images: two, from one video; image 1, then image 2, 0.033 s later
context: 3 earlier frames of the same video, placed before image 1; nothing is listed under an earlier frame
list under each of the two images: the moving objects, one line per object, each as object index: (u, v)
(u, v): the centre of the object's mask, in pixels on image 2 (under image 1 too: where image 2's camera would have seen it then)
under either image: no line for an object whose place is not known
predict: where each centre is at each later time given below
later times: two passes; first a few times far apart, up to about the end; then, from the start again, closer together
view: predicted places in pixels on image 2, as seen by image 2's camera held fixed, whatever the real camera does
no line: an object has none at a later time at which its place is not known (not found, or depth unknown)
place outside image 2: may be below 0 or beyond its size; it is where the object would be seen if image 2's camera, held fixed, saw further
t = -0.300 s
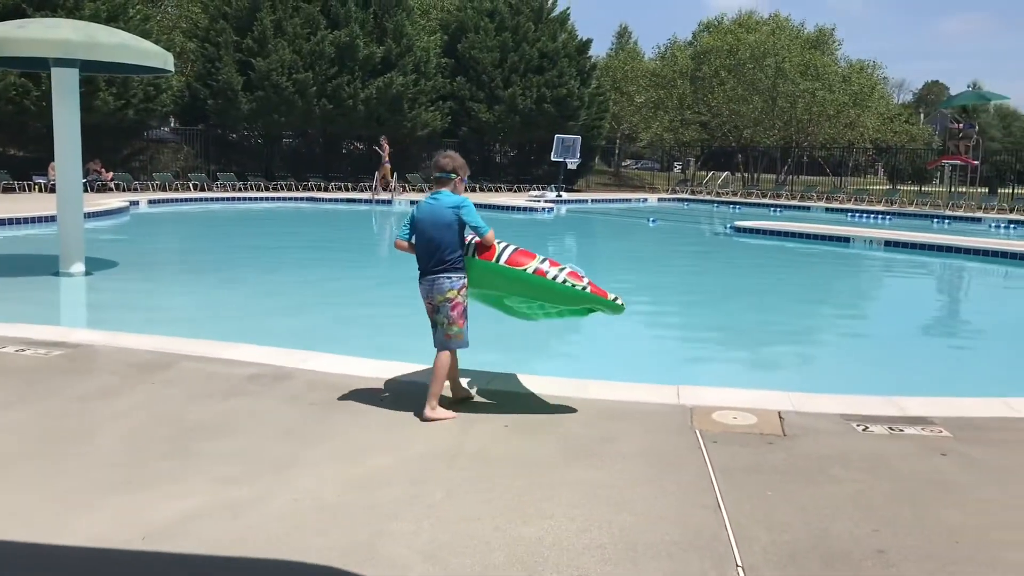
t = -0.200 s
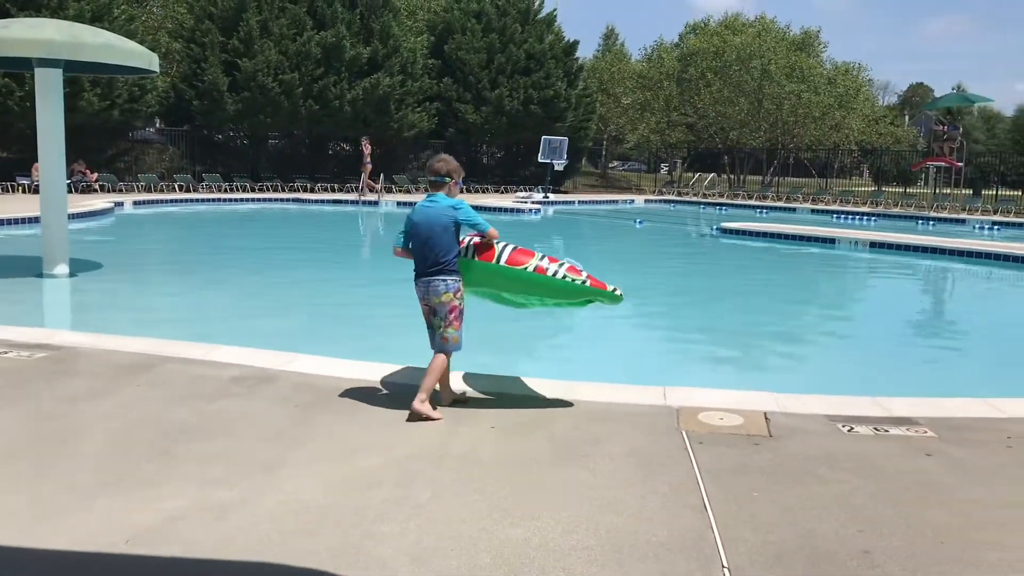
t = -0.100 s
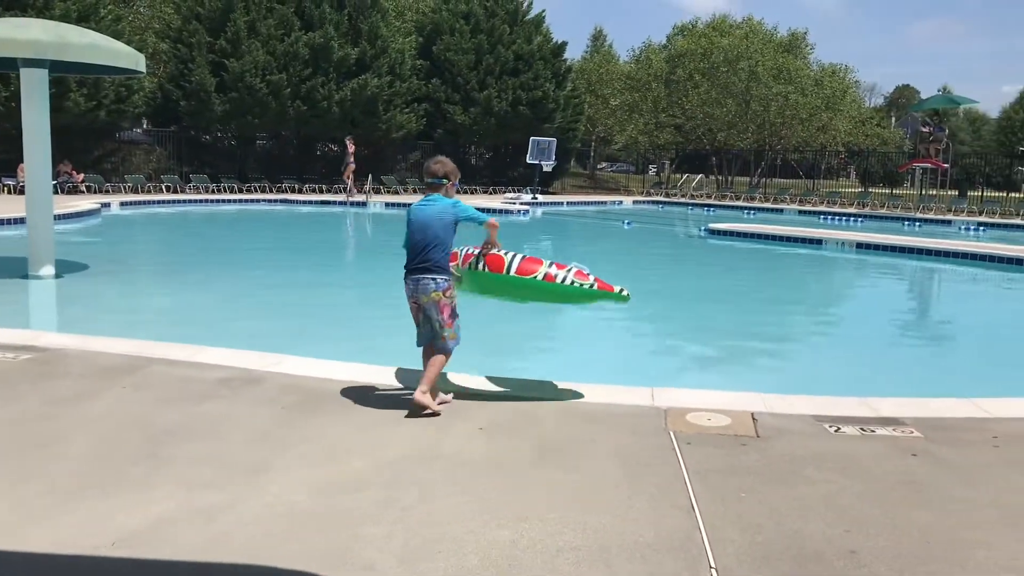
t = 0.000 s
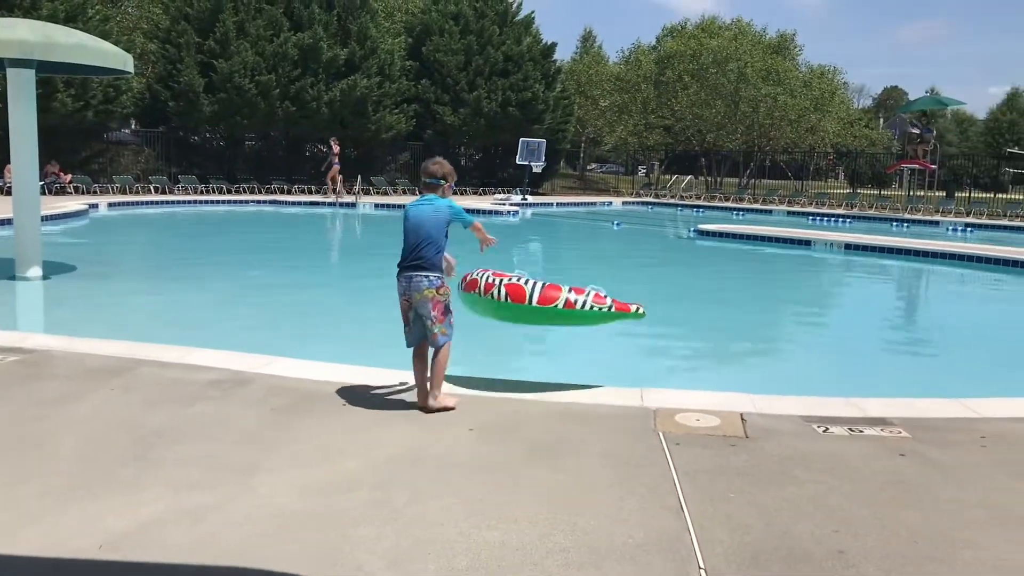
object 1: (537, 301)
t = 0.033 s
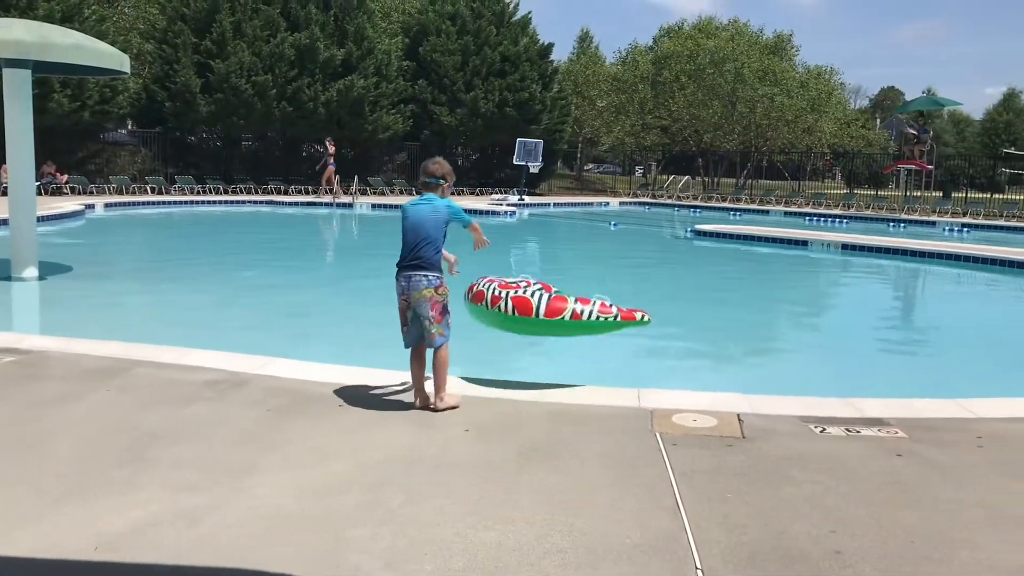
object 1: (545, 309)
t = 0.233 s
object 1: (583, 348)
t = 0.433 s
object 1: (575, 364)
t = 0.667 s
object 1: (584, 361)
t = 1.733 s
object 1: (603, 346)
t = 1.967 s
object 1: (606, 344)
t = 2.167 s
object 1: (609, 342)
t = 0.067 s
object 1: (552, 317)
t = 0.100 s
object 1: (560, 326)
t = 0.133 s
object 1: (568, 334)
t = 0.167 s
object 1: (574, 342)
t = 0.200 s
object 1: (580, 346)
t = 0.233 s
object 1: (583, 348)
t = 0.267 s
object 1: (583, 353)
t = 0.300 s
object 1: (581, 358)
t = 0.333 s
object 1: (579, 362)
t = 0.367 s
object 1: (577, 364)
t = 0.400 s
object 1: (576, 364)
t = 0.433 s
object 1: (575, 364)
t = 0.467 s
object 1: (576, 364)
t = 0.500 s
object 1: (577, 363)
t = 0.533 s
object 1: (579, 363)
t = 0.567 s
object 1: (580, 363)
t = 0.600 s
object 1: (582, 362)
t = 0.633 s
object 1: (583, 362)
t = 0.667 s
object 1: (584, 361)
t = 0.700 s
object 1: (585, 361)
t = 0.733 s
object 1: (586, 361)
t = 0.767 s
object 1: (587, 360)
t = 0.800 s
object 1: (587, 360)
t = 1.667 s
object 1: (603, 347)
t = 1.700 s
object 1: (603, 347)
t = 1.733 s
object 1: (603, 346)
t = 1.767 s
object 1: (604, 346)
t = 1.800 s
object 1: (604, 346)
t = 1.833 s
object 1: (605, 345)
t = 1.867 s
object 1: (605, 345)
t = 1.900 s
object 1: (606, 345)
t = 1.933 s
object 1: (606, 344)
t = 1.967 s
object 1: (606, 344)
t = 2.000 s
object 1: (607, 344)
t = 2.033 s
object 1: (607, 343)
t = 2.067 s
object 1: (608, 343)
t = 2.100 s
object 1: (608, 343)
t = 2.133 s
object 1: (609, 343)
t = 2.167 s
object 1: (609, 342)
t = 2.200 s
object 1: (610, 342)
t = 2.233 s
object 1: (610, 342)
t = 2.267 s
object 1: (611, 342)
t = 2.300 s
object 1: (611, 342)
